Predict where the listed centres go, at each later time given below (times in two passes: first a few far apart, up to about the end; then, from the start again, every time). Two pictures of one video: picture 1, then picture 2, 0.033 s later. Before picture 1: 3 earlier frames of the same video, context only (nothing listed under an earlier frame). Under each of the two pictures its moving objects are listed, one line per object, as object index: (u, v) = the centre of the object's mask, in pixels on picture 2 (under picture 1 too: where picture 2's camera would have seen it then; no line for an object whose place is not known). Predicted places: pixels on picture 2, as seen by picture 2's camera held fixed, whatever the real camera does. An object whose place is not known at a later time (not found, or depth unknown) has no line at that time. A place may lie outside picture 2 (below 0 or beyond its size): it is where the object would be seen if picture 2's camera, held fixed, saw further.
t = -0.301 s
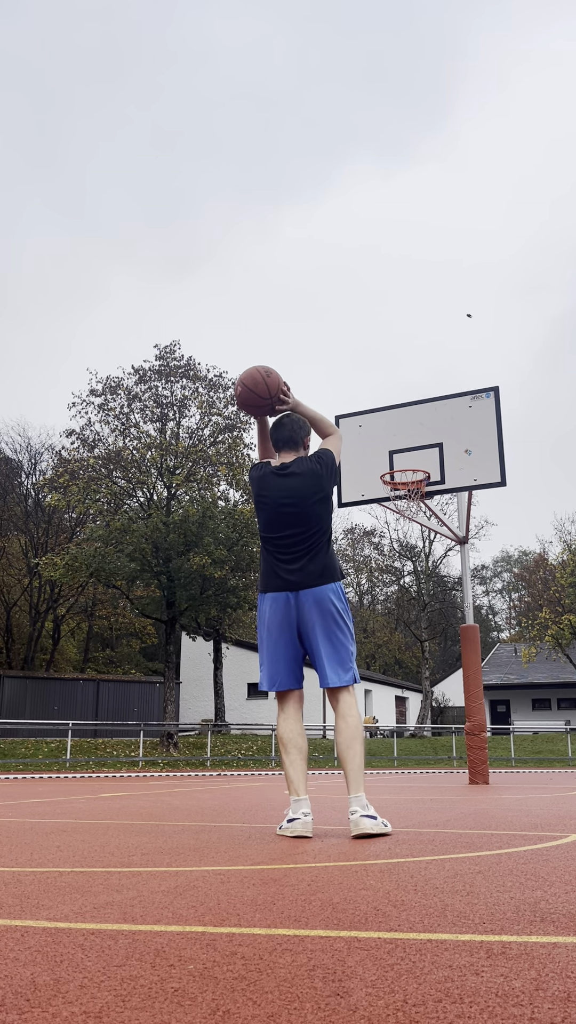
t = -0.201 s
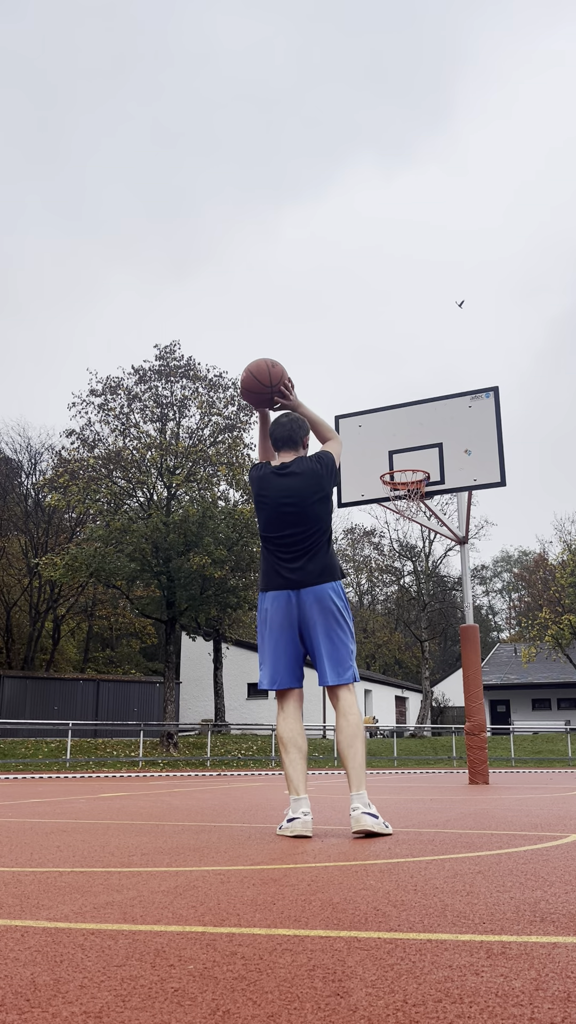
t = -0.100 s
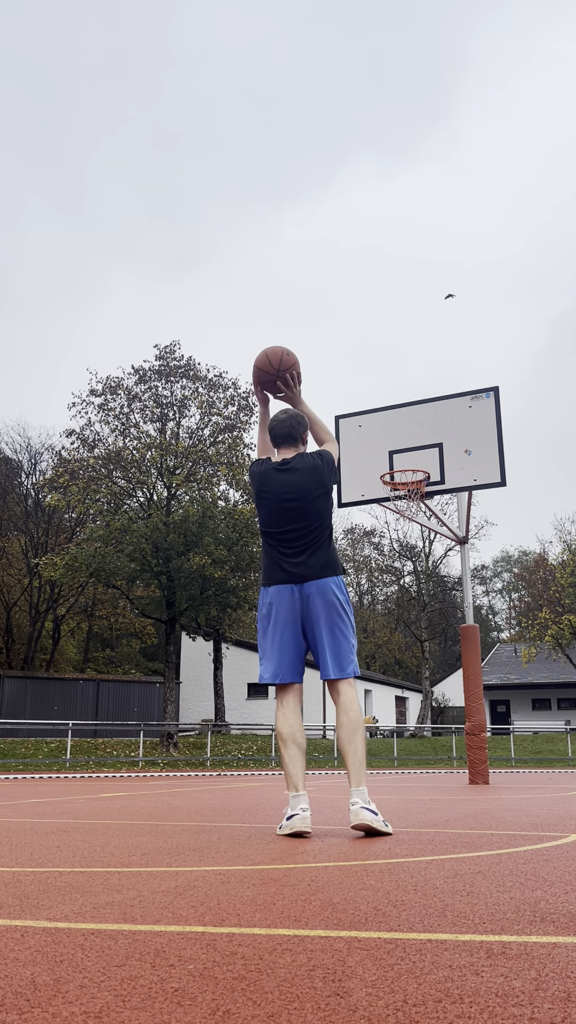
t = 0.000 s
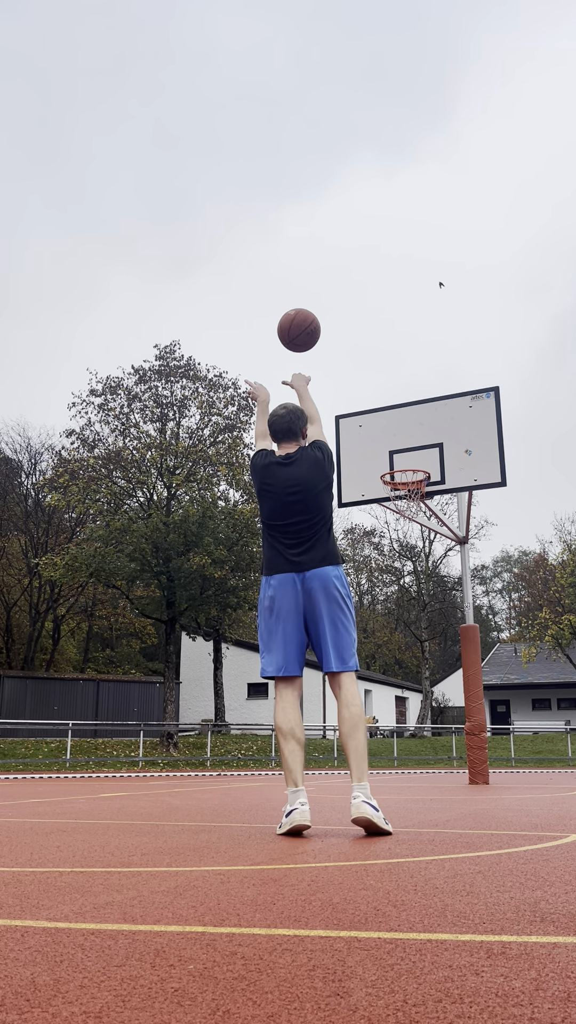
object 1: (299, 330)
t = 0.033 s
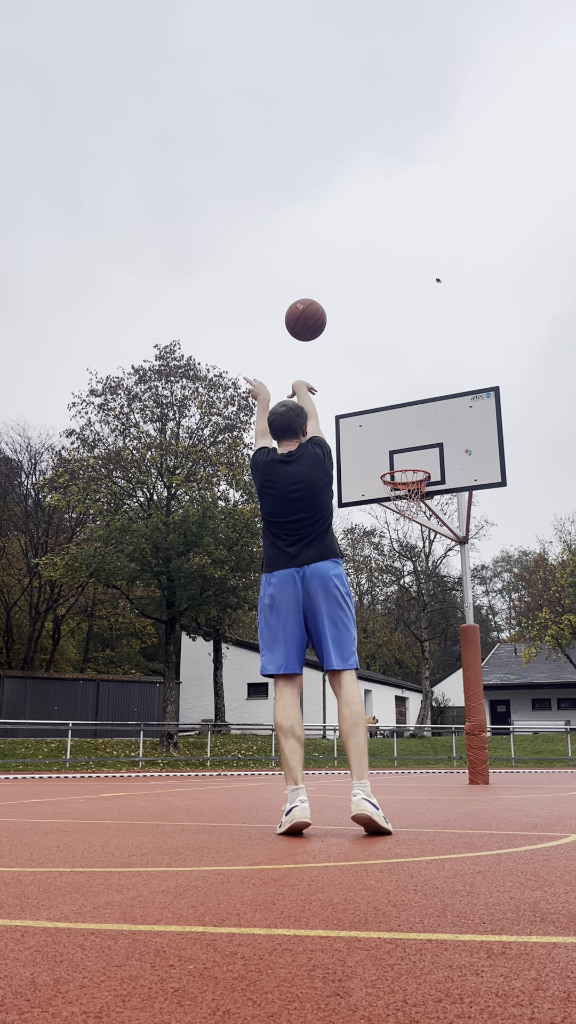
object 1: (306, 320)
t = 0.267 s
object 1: (340, 304)
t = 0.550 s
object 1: (369, 364)
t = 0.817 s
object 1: (387, 460)
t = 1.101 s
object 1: (392, 444)
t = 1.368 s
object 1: (377, 464)
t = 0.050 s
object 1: (309, 316)
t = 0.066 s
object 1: (312, 312)
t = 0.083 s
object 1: (315, 309)
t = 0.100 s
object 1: (317, 306)
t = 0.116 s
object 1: (320, 304)
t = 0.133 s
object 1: (322, 303)
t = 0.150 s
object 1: (325, 302)
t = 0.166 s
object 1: (327, 301)
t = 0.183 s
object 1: (330, 301)
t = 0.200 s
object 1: (332, 301)
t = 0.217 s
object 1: (334, 301)
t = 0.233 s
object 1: (336, 302)
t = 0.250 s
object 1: (338, 303)
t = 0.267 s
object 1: (340, 304)
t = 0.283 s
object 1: (342, 305)
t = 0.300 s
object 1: (344, 307)
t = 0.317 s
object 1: (346, 309)
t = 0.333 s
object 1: (348, 312)
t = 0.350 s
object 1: (350, 314)
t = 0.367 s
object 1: (352, 317)
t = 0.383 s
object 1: (353, 320)
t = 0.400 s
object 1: (355, 324)
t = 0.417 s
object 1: (357, 327)
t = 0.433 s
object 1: (358, 331)
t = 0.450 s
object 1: (360, 335)
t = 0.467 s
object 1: (362, 340)
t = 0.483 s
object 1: (363, 344)
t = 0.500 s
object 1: (364, 349)
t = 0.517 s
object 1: (366, 354)
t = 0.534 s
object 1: (367, 359)
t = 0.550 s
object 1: (369, 364)
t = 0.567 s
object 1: (370, 370)
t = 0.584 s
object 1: (371, 375)
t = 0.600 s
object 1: (373, 381)
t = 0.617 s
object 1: (374, 387)
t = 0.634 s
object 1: (375, 393)
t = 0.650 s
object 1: (377, 400)
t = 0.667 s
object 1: (378, 406)
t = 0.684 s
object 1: (379, 413)
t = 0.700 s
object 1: (380, 419)
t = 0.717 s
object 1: (381, 426)
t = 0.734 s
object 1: (383, 433)
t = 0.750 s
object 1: (384, 441)
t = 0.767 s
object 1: (385, 448)
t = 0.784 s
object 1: (386, 455)
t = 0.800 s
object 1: (387, 462)
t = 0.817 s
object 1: (387, 460)
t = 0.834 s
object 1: (388, 457)
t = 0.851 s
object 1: (388, 455)
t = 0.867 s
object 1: (389, 453)
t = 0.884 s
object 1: (389, 451)
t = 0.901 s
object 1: (390, 449)
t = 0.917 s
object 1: (390, 448)
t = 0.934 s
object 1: (391, 447)
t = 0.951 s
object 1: (392, 446)
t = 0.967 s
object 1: (392, 446)
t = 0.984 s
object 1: (393, 445)
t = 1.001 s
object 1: (393, 445)
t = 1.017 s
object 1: (394, 445)
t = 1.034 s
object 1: (394, 446)
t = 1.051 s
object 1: (395, 447)
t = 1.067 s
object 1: (394, 446)
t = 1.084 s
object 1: (393, 445)
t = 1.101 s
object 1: (392, 444)
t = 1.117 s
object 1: (391, 443)
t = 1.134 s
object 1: (390, 443)
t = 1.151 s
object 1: (389, 443)
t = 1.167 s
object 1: (388, 443)
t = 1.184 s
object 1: (387, 443)
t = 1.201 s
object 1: (386, 444)
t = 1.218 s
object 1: (386, 445)
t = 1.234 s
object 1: (385, 446)
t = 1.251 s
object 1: (384, 447)
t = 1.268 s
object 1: (383, 449)
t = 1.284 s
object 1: (382, 451)
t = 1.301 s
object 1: (381, 453)
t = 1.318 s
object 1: (380, 455)
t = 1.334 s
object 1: (379, 458)
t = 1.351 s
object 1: (378, 461)
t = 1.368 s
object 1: (377, 464)
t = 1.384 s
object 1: (376, 467)
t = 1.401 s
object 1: (375, 469)
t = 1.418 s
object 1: (373, 468)
